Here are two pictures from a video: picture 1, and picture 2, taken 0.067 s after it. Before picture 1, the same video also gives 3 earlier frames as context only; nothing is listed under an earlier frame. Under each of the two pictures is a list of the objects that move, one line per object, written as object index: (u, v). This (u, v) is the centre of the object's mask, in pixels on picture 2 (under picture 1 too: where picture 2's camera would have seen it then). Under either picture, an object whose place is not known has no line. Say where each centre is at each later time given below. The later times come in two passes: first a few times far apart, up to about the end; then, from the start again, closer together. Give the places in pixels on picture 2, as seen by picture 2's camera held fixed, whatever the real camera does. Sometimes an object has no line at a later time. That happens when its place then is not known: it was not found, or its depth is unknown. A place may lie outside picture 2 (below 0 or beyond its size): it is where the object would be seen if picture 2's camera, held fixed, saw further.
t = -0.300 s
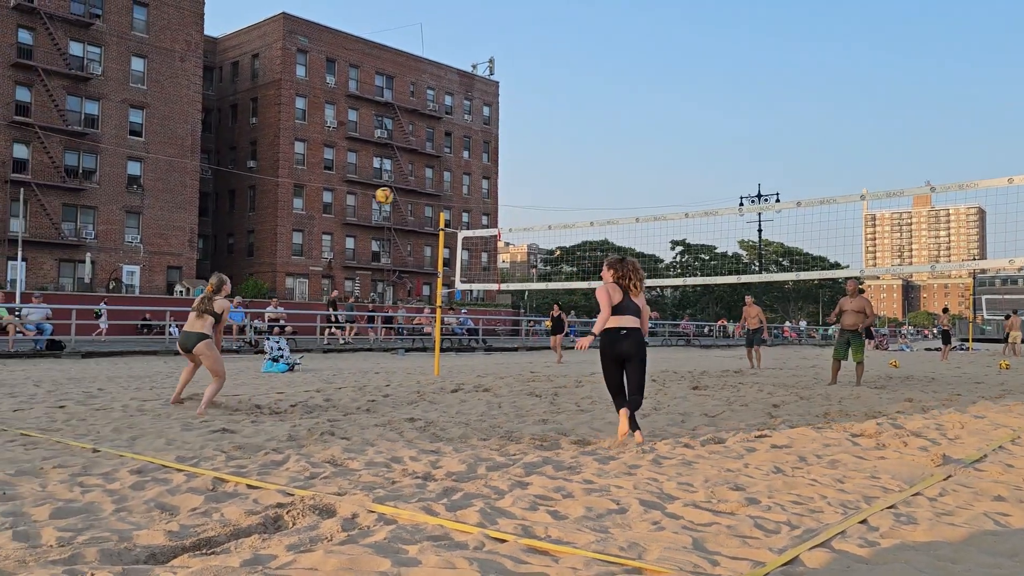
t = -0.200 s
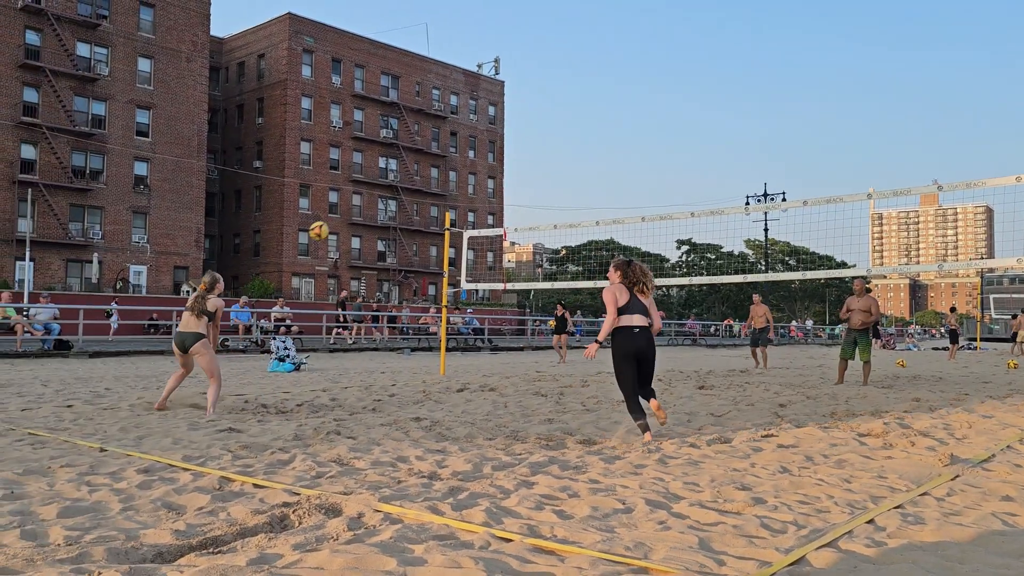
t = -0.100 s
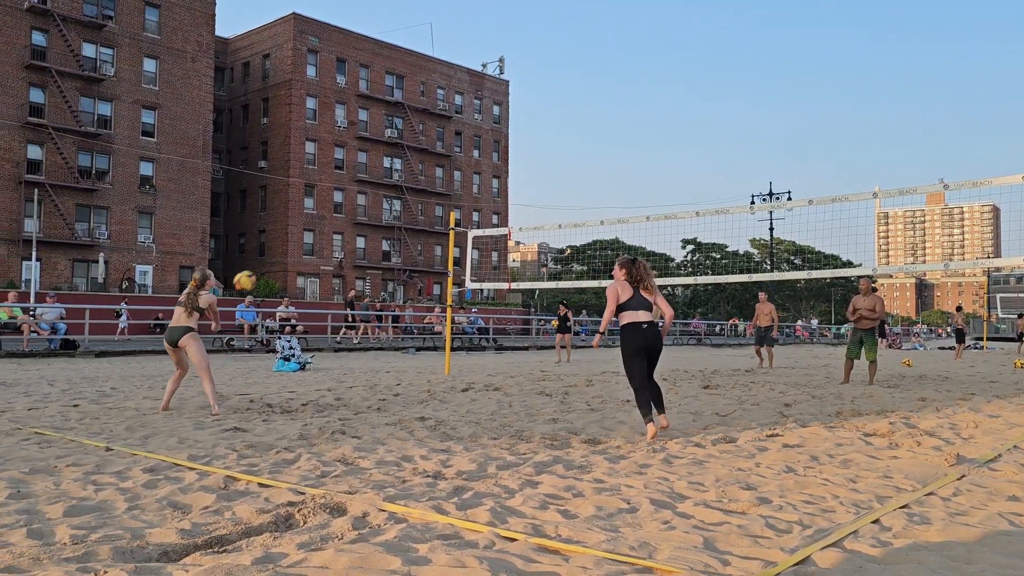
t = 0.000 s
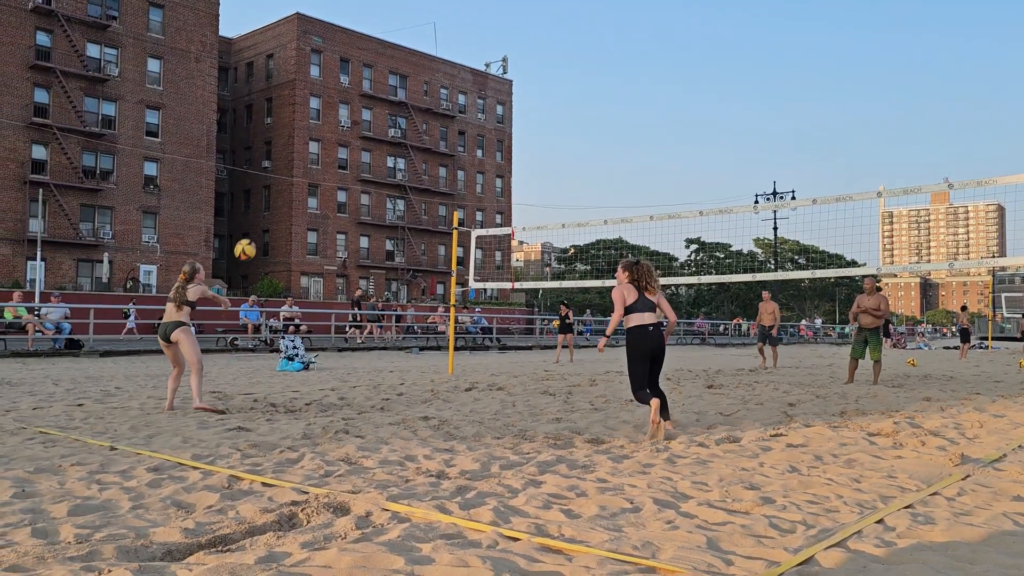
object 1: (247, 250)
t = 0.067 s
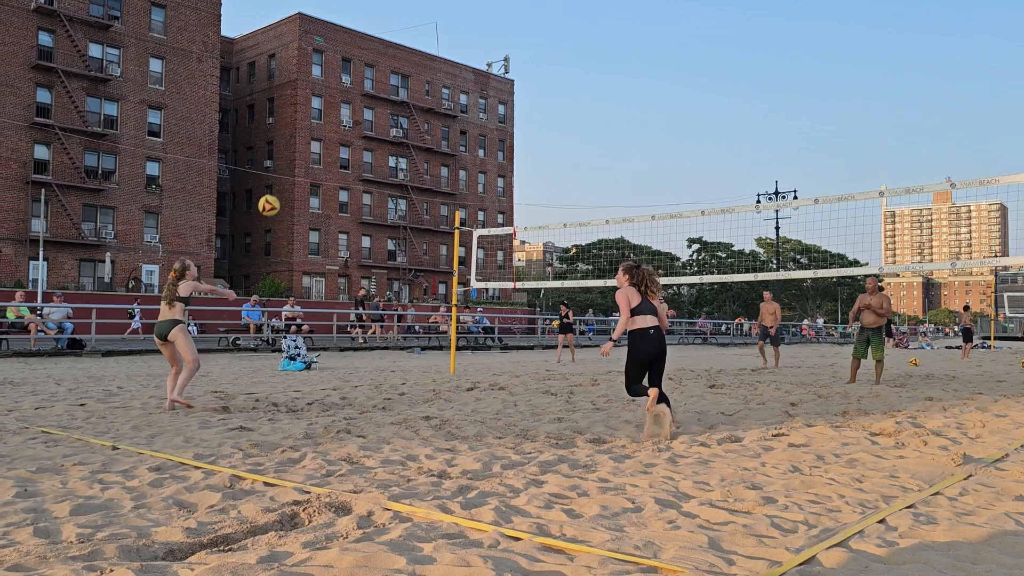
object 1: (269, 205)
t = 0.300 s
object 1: (341, 87)
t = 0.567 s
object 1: (416, 18)
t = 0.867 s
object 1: (493, 17)
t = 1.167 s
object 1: (561, 95)
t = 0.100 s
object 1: (279, 185)
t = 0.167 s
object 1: (300, 148)
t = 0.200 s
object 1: (311, 131)
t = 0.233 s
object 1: (321, 115)
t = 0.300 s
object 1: (341, 87)
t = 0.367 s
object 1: (360, 63)
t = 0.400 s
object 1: (369, 53)
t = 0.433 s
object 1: (379, 44)
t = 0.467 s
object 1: (388, 36)
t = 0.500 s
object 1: (398, 29)
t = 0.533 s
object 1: (407, 23)
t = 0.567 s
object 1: (416, 18)
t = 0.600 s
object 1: (425, 14)
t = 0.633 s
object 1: (434, 12)
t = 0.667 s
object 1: (443, 11)
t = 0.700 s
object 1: (452, 10)
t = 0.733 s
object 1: (460, 10)
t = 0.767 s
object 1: (469, 10)
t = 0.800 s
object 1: (477, 12)
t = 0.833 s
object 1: (485, 13)
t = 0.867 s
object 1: (493, 17)
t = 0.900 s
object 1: (501, 22)
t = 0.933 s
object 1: (509, 28)
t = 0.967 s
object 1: (517, 35)
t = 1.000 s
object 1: (525, 42)
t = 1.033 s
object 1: (532, 51)
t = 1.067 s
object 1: (540, 60)
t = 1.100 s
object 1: (547, 71)
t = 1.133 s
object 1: (554, 82)
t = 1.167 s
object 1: (561, 95)
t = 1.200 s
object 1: (568, 108)
